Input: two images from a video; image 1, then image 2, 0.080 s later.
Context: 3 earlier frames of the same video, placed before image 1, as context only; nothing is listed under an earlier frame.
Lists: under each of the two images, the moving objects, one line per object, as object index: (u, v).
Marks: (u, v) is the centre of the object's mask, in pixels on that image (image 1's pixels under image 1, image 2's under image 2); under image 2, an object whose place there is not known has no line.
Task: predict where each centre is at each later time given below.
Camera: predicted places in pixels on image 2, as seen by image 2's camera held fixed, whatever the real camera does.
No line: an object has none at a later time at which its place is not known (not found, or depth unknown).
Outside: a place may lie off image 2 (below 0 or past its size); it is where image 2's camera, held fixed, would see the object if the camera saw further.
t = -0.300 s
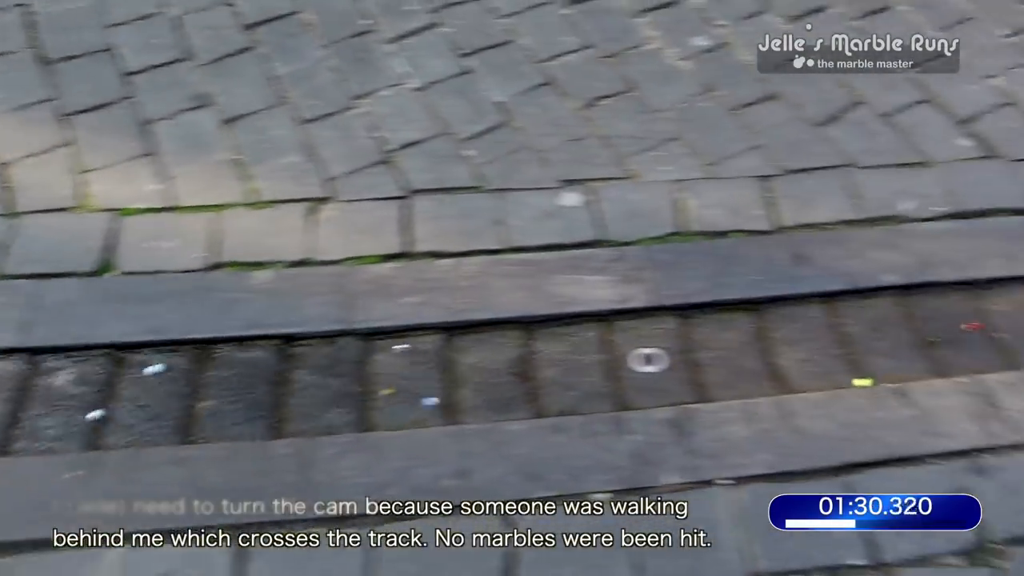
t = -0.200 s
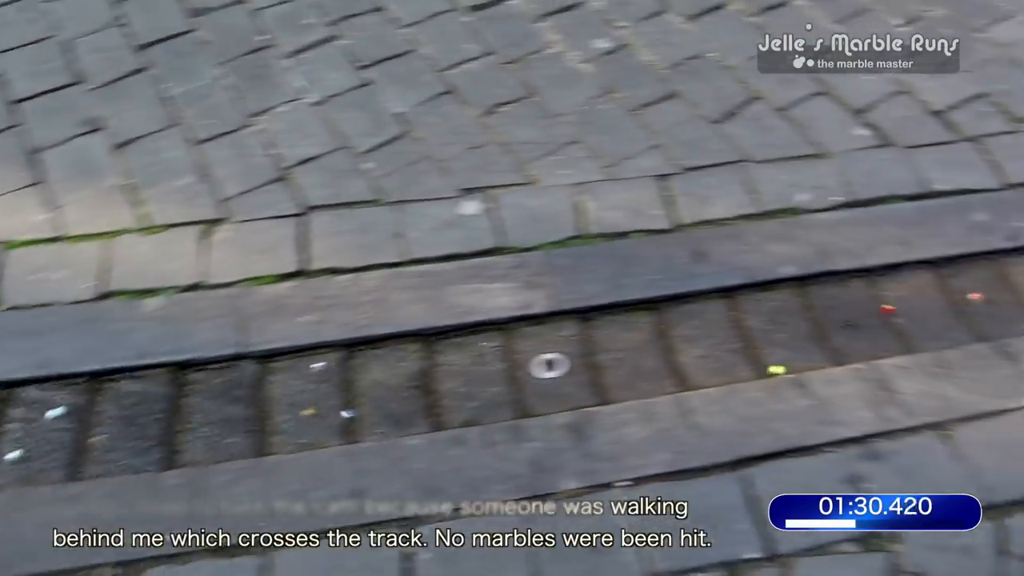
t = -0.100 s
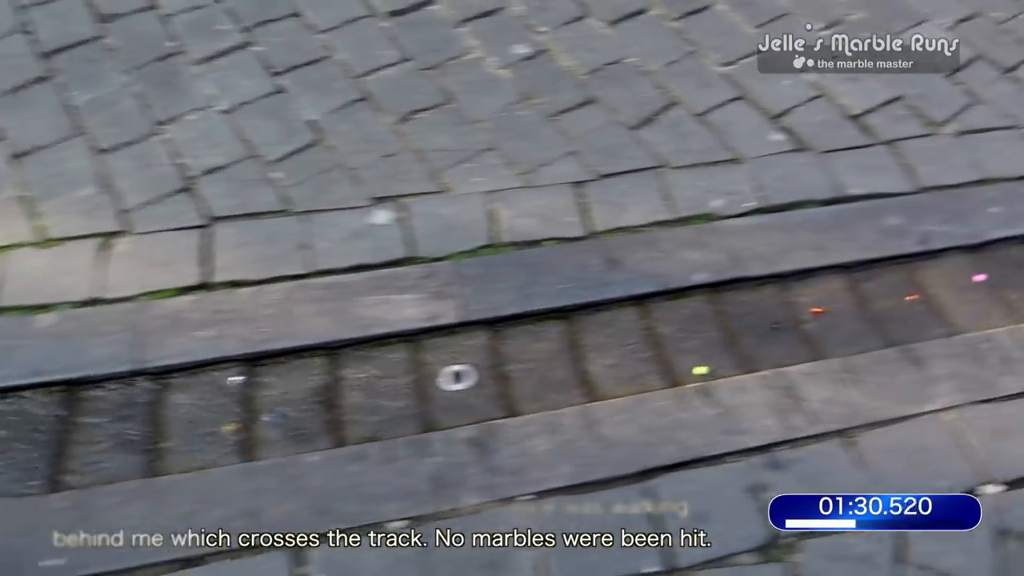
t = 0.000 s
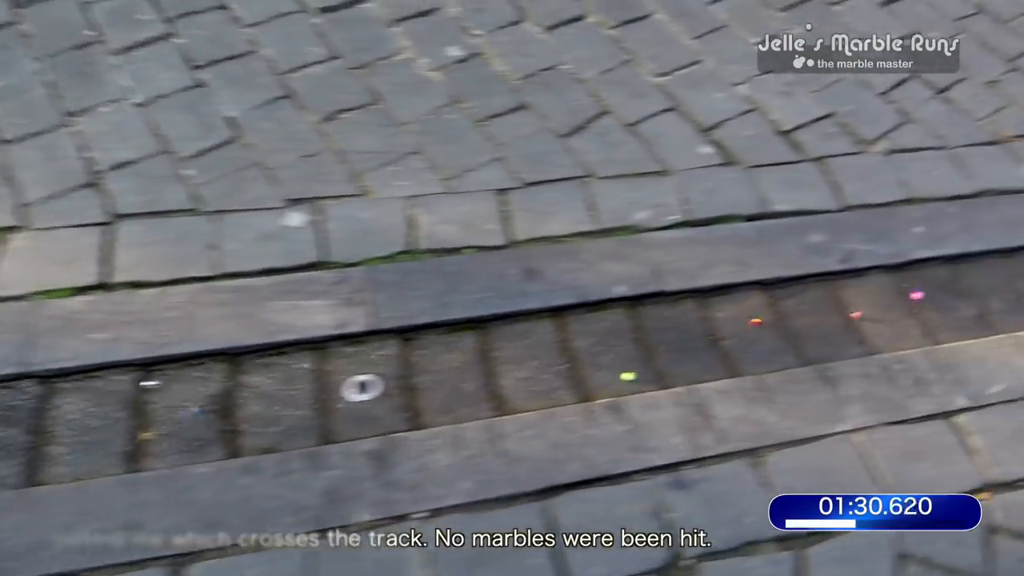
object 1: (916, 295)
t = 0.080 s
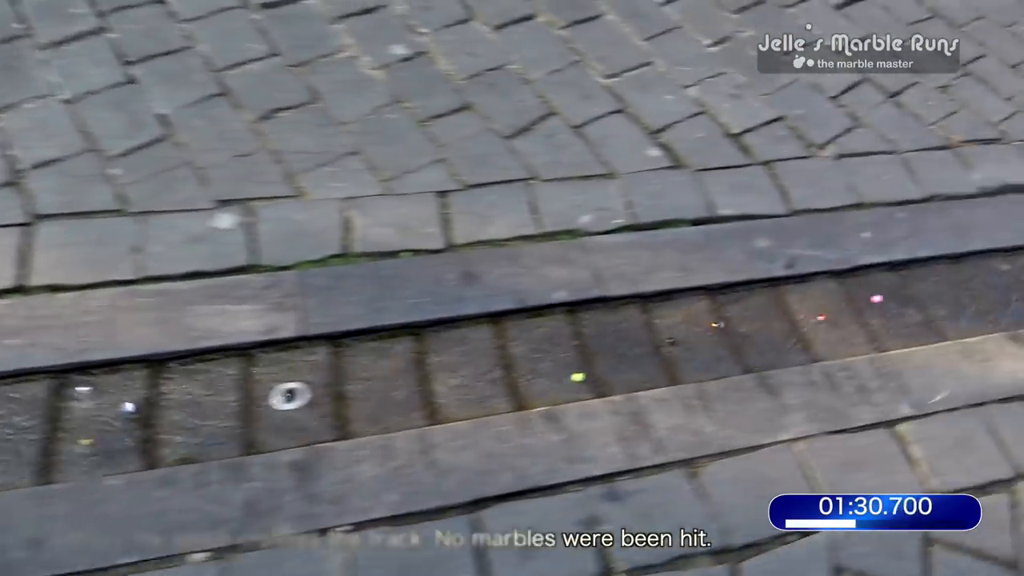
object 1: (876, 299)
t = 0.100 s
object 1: (879, 299)
